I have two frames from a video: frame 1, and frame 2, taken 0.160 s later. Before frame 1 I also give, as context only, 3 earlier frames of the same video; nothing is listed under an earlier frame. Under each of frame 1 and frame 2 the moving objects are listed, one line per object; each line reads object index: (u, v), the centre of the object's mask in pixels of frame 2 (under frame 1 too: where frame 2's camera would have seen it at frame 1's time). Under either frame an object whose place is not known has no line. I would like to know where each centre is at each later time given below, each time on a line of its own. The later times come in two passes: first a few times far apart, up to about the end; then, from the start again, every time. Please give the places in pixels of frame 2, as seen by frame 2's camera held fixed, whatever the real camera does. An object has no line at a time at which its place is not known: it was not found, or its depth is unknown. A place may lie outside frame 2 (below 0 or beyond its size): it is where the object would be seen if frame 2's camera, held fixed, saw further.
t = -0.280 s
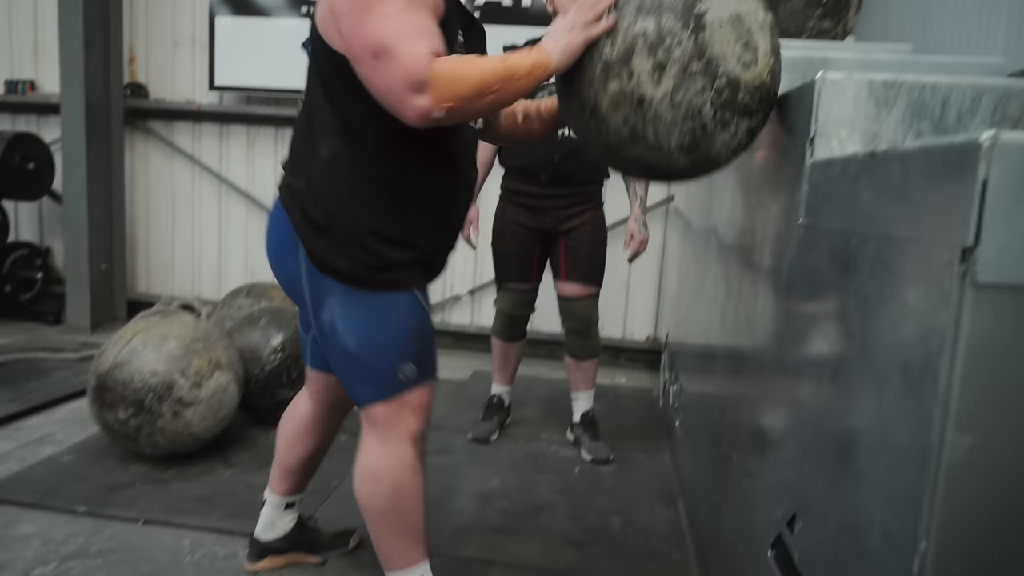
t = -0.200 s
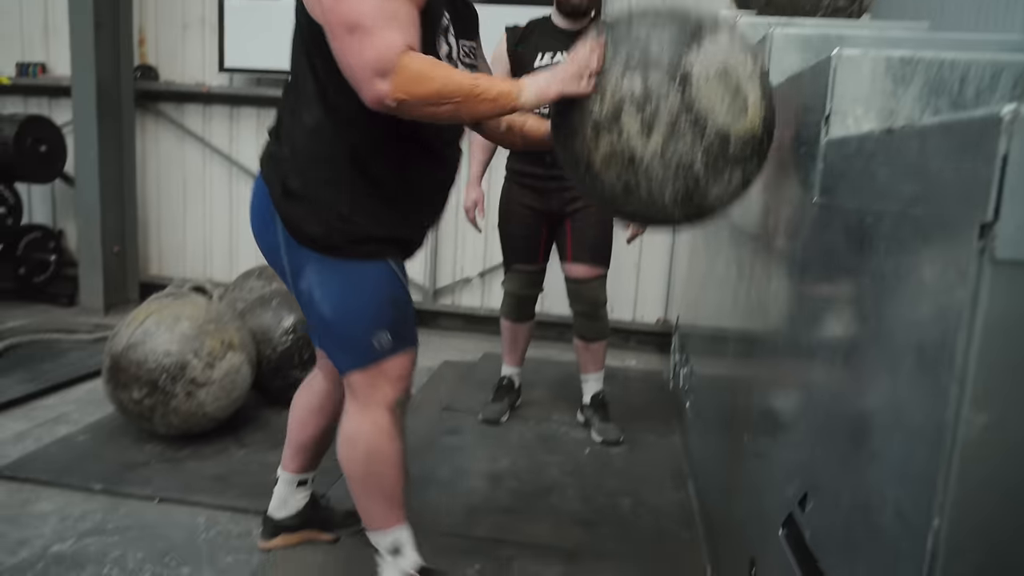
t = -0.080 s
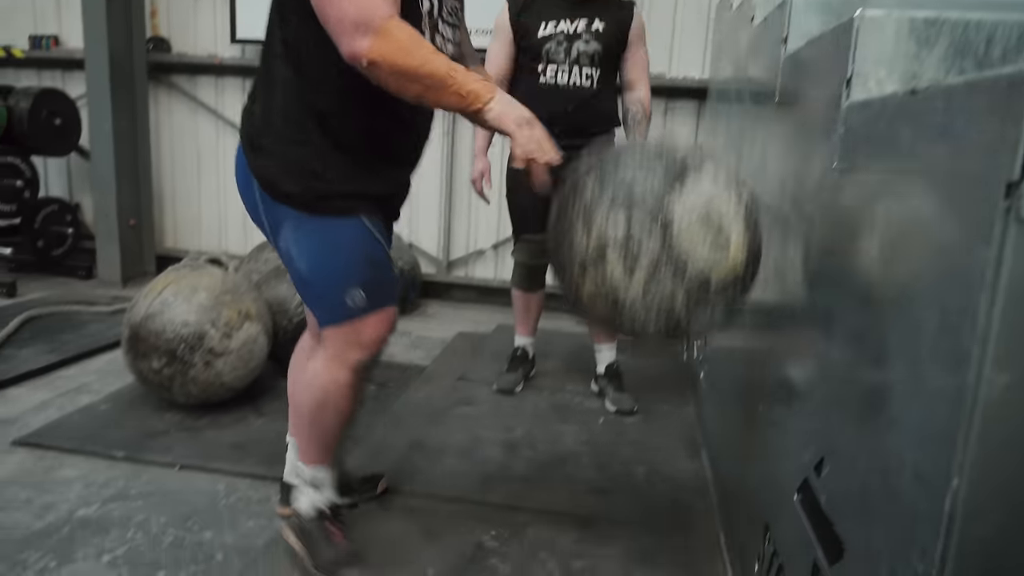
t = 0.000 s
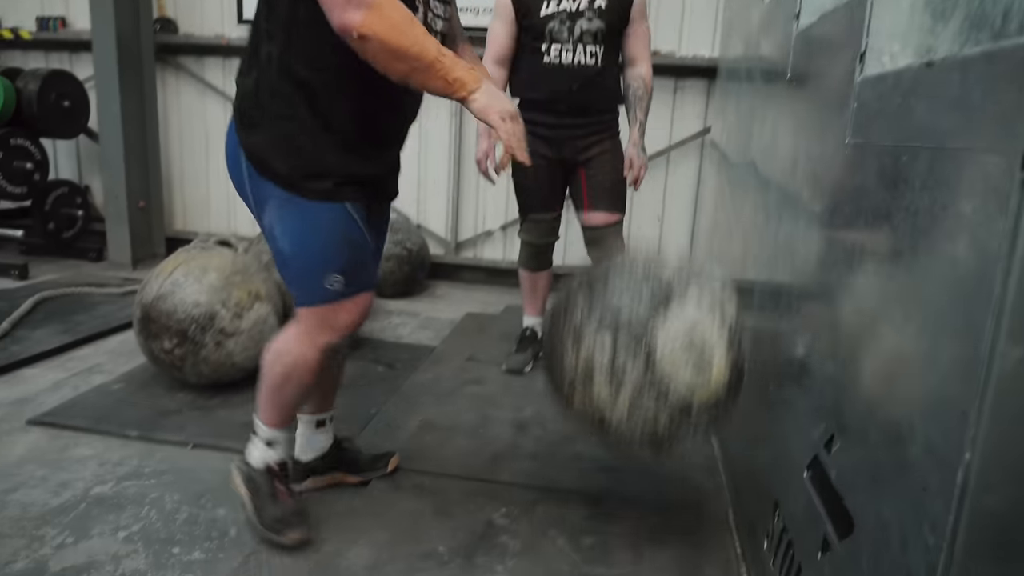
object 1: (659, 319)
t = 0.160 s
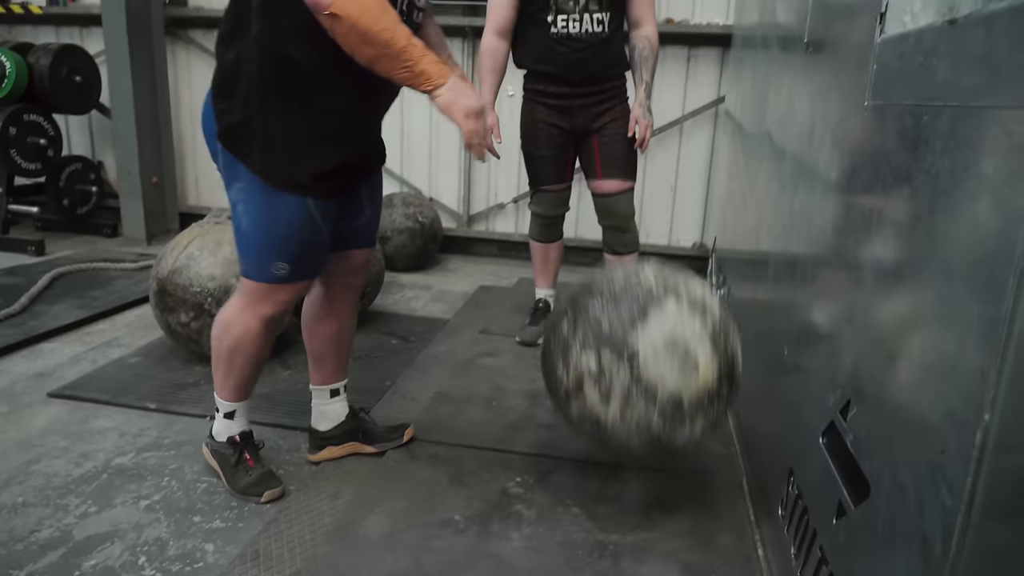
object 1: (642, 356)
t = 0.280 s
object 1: (635, 301)
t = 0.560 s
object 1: (602, 375)
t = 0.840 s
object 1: (574, 366)
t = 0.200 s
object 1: (640, 332)
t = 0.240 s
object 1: (638, 315)
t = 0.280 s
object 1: (635, 301)
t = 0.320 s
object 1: (632, 294)
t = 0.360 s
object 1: (628, 293)
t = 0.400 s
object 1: (624, 297)
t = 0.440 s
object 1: (619, 308)
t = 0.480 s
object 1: (614, 325)
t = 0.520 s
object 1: (609, 346)
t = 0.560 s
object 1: (602, 375)
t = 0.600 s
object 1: (595, 405)
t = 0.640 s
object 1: (592, 398)
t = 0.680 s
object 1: (590, 382)
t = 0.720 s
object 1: (586, 370)
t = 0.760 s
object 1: (583, 364)
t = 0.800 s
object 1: (579, 362)
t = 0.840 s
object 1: (574, 366)
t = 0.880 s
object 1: (570, 378)
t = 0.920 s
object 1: (566, 394)
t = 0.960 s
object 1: (562, 396)
